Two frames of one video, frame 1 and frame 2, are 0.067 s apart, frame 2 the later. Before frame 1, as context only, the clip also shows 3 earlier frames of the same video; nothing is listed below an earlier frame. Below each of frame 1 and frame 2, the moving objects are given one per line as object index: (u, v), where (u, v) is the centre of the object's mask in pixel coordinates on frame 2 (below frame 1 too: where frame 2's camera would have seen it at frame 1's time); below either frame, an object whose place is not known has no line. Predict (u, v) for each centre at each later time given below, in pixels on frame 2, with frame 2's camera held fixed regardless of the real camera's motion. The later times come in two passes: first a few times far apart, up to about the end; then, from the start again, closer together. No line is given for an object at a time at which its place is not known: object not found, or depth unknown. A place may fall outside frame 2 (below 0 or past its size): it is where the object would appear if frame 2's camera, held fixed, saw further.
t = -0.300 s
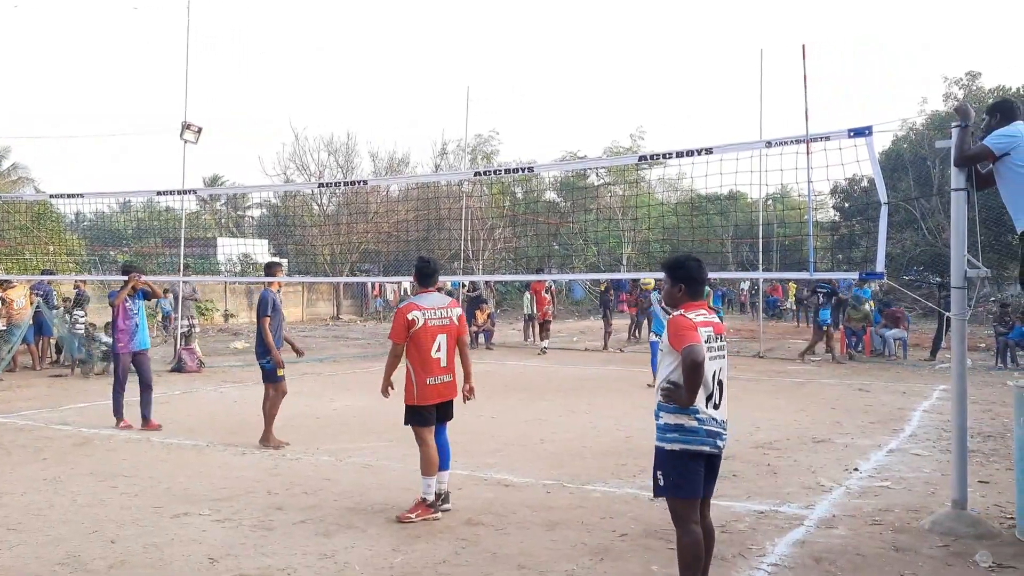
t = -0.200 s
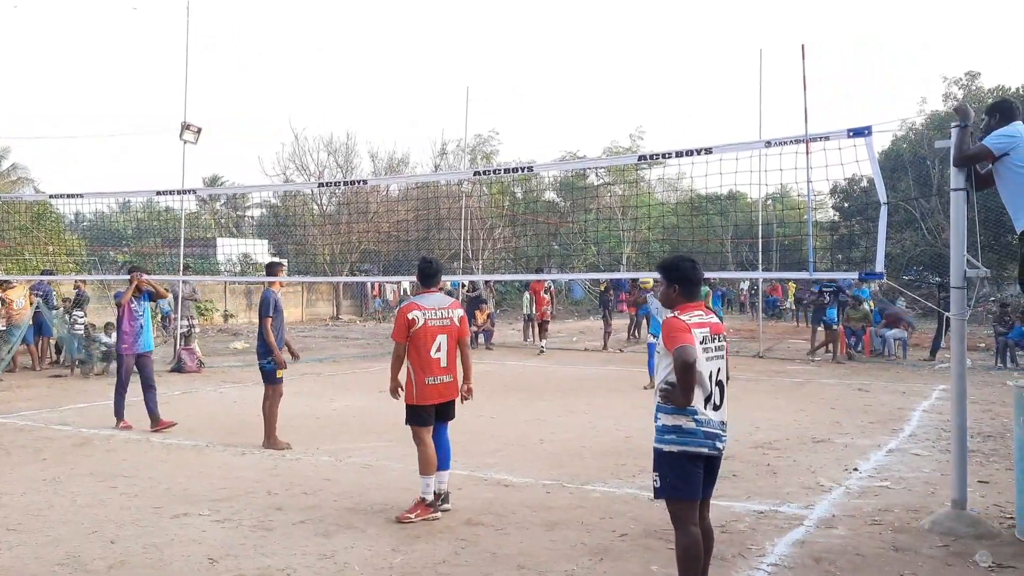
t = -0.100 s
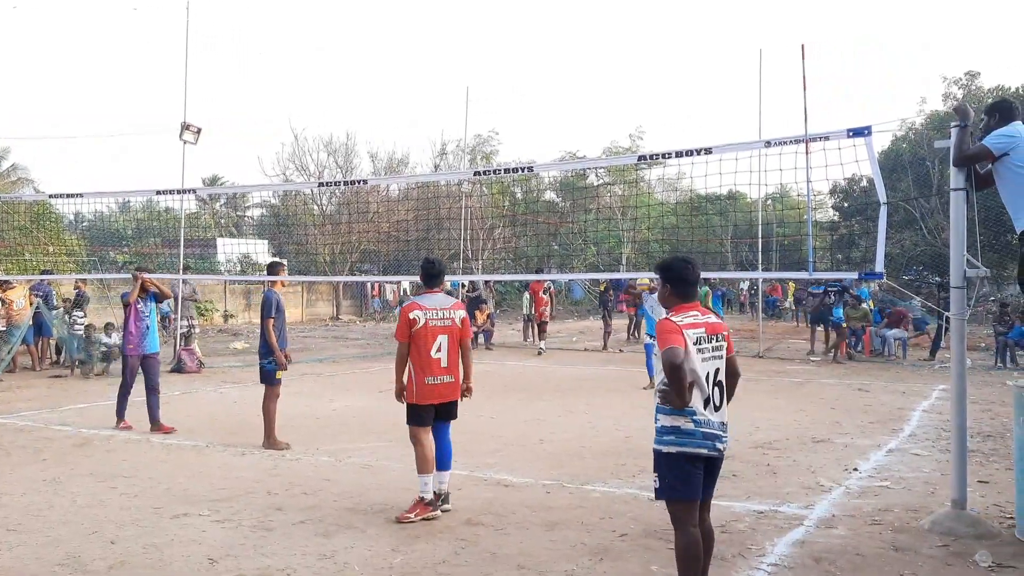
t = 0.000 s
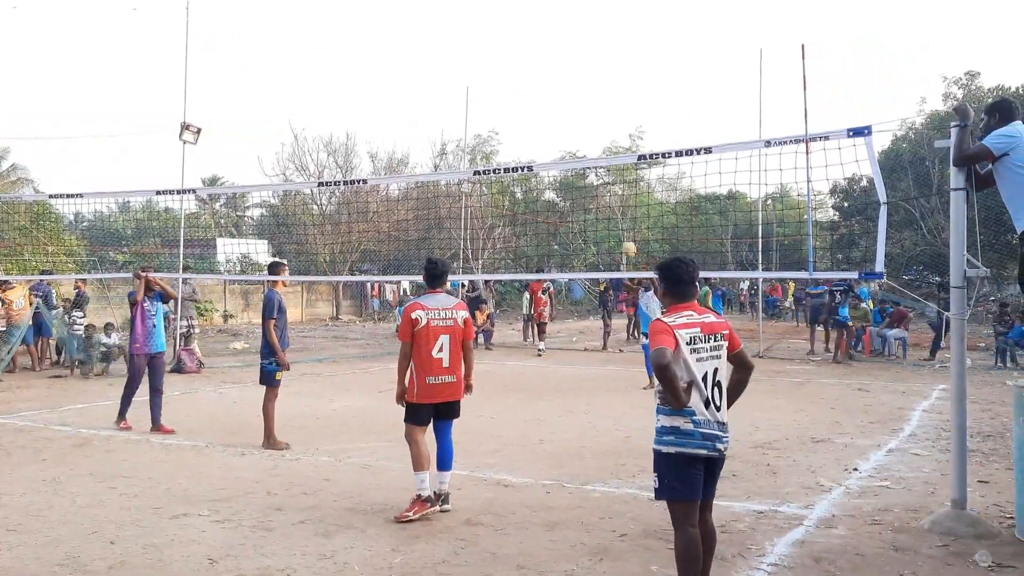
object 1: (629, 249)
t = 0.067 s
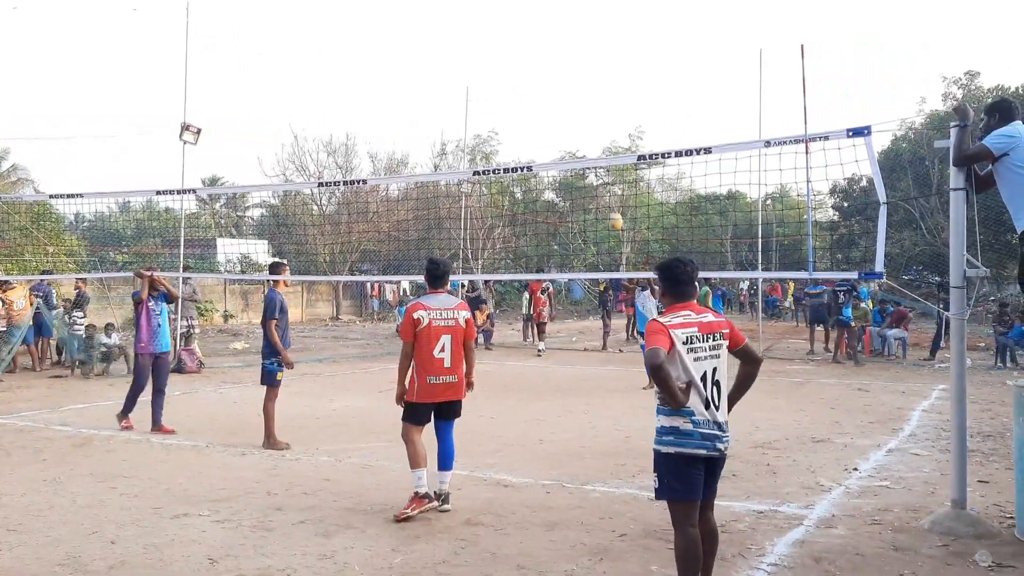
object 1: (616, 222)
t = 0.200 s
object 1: (587, 173)
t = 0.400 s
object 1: (543, 114)
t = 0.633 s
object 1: (487, 81)
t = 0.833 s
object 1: (435, 89)
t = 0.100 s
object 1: (608, 206)
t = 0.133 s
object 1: (601, 196)
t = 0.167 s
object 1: (595, 182)
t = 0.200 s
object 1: (587, 173)
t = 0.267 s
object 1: (573, 150)
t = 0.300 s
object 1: (565, 140)
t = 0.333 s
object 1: (558, 130)
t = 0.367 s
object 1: (551, 122)
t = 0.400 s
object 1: (543, 114)
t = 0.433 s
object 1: (536, 107)
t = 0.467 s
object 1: (528, 100)
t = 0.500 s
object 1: (520, 95)
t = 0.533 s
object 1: (512, 90)
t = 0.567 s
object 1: (504, 86)
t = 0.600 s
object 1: (496, 83)
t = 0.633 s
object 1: (487, 81)
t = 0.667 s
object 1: (479, 79)
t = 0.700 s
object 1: (471, 79)
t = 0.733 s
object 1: (462, 80)
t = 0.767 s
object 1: (453, 82)
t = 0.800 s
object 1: (444, 85)
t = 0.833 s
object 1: (435, 89)
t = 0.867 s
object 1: (426, 94)
